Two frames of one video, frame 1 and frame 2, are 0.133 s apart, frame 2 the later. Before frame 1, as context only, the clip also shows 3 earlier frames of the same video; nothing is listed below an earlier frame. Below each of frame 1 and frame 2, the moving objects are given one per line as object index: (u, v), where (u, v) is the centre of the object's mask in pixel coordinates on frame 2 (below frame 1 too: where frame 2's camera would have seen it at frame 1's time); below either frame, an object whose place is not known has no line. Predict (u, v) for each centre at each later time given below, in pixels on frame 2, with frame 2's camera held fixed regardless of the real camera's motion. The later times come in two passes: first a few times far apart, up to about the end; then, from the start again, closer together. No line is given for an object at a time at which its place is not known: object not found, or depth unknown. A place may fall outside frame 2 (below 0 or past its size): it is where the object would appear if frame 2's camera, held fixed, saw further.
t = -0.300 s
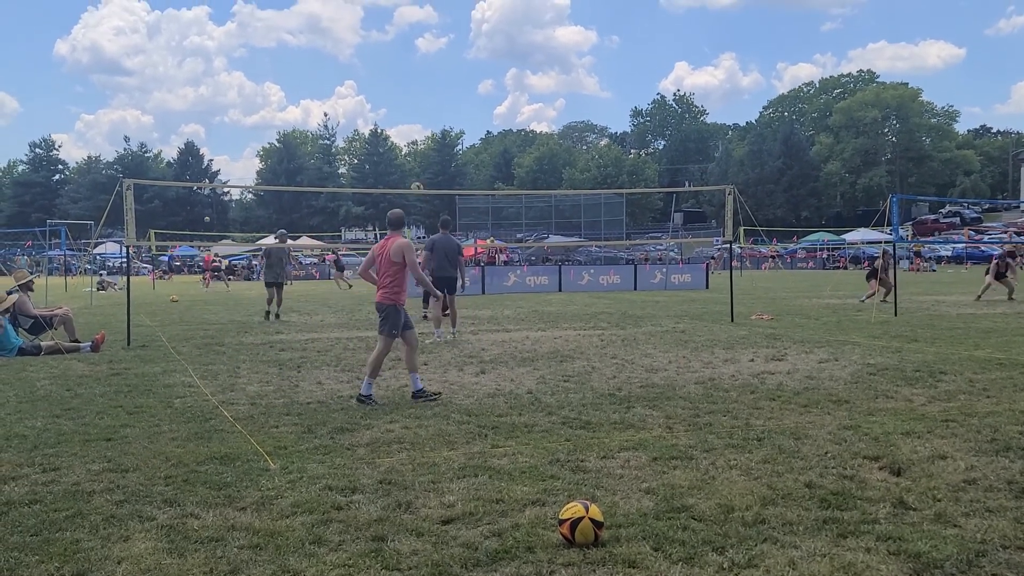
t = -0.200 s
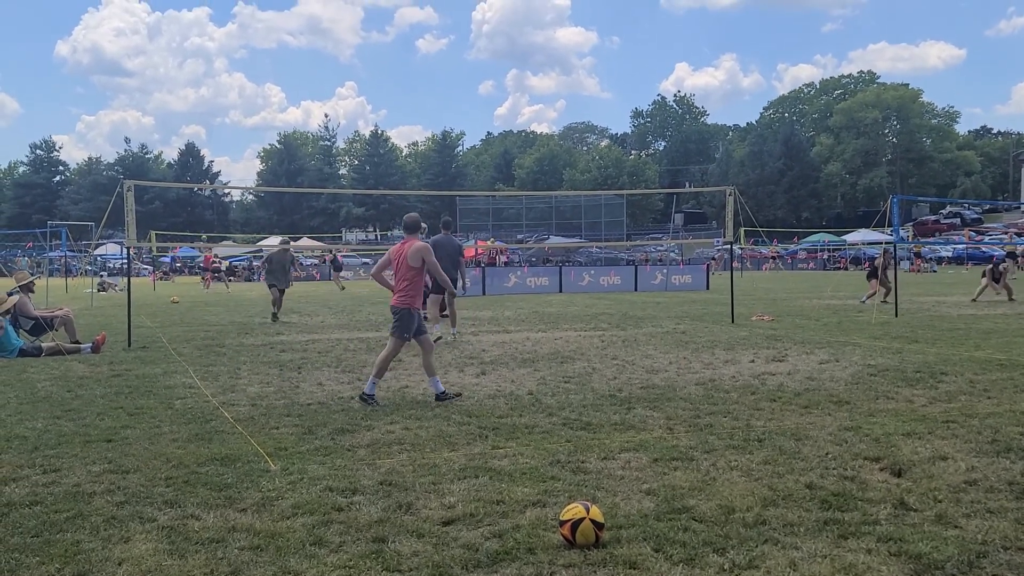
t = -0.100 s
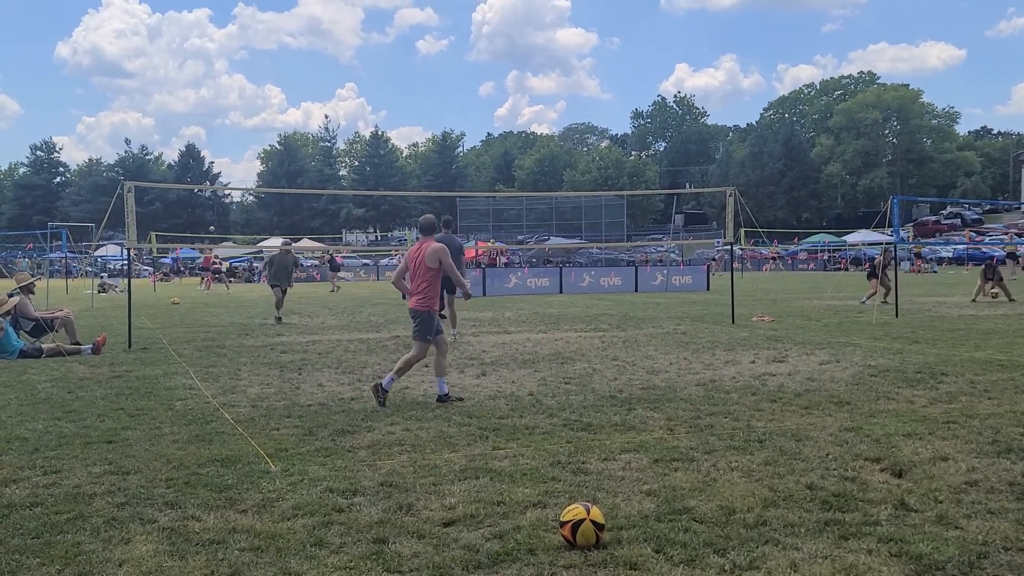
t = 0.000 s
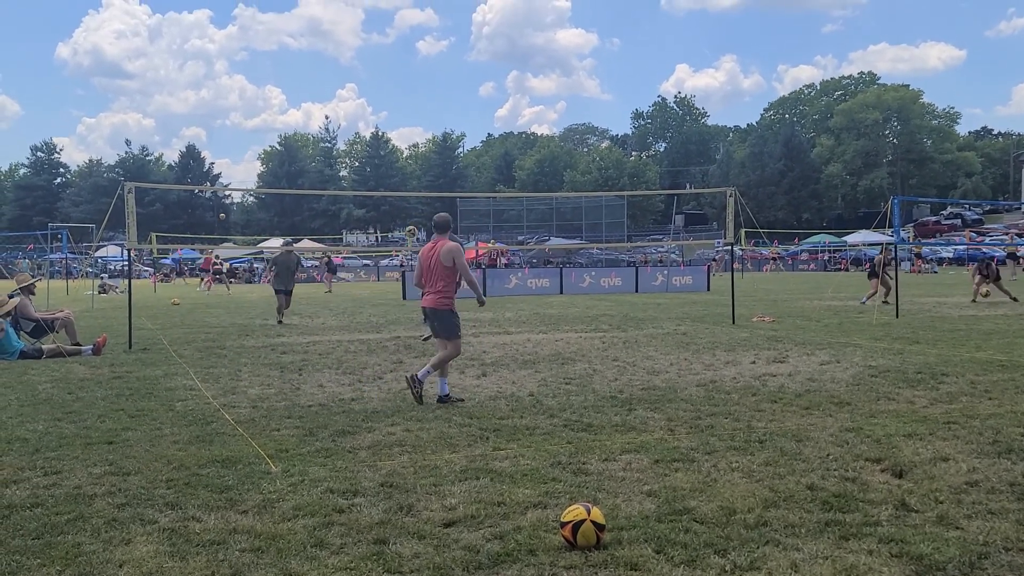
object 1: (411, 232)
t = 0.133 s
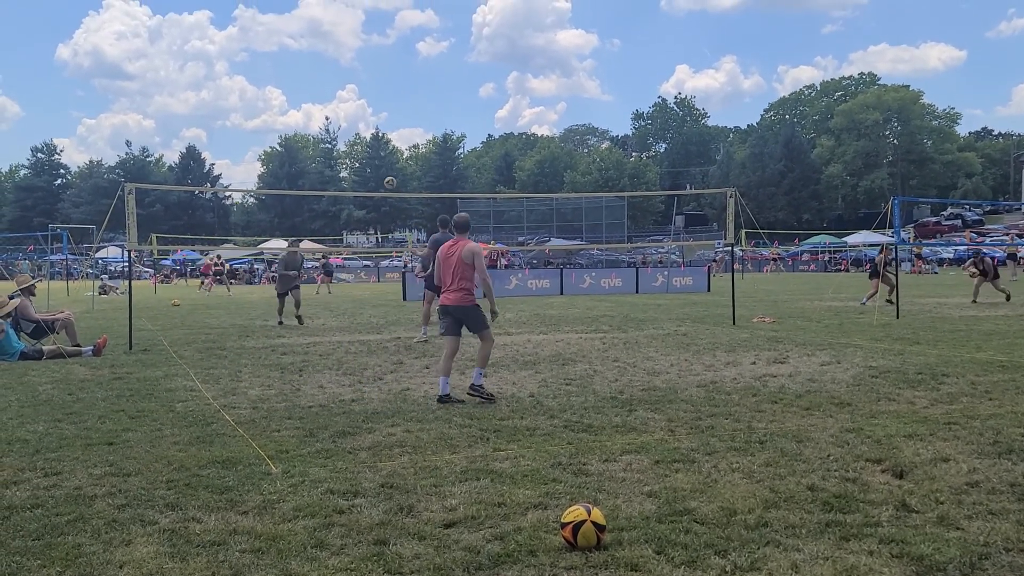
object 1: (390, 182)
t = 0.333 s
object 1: (357, 126)
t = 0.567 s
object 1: (318, 87)
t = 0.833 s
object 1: (271, 79)
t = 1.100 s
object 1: (224, 113)
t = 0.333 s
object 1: (357, 126)
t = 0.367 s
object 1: (351, 119)
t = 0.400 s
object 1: (346, 112)
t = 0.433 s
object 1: (340, 106)
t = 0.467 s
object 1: (335, 100)
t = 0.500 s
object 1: (329, 95)
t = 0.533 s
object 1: (323, 91)
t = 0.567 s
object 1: (318, 87)
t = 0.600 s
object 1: (312, 84)
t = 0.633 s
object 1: (306, 81)
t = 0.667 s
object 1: (300, 79)
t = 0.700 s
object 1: (295, 78)
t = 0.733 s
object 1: (289, 77)
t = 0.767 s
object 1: (283, 77)
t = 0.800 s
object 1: (277, 78)
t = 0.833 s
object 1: (271, 79)
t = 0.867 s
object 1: (266, 81)
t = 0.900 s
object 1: (260, 84)
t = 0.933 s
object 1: (254, 87)
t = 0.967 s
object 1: (248, 91)
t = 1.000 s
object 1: (242, 95)
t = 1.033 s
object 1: (236, 101)
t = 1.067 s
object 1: (230, 107)
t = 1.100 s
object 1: (224, 113)
